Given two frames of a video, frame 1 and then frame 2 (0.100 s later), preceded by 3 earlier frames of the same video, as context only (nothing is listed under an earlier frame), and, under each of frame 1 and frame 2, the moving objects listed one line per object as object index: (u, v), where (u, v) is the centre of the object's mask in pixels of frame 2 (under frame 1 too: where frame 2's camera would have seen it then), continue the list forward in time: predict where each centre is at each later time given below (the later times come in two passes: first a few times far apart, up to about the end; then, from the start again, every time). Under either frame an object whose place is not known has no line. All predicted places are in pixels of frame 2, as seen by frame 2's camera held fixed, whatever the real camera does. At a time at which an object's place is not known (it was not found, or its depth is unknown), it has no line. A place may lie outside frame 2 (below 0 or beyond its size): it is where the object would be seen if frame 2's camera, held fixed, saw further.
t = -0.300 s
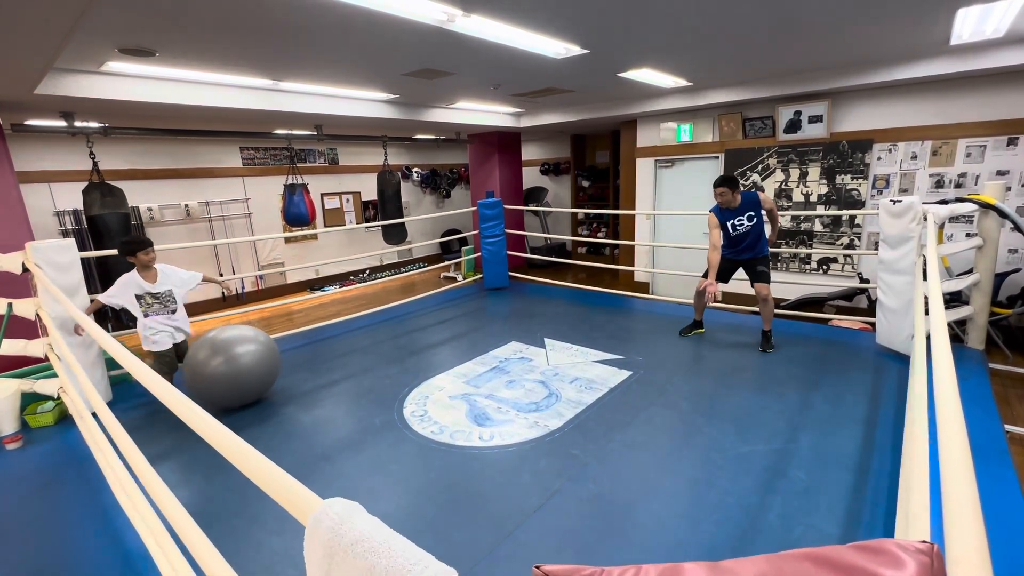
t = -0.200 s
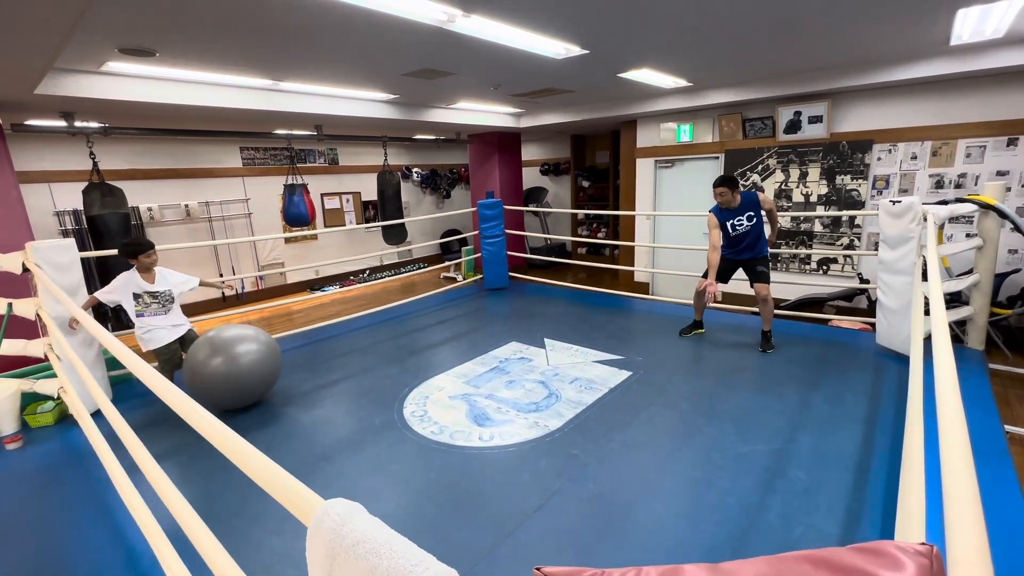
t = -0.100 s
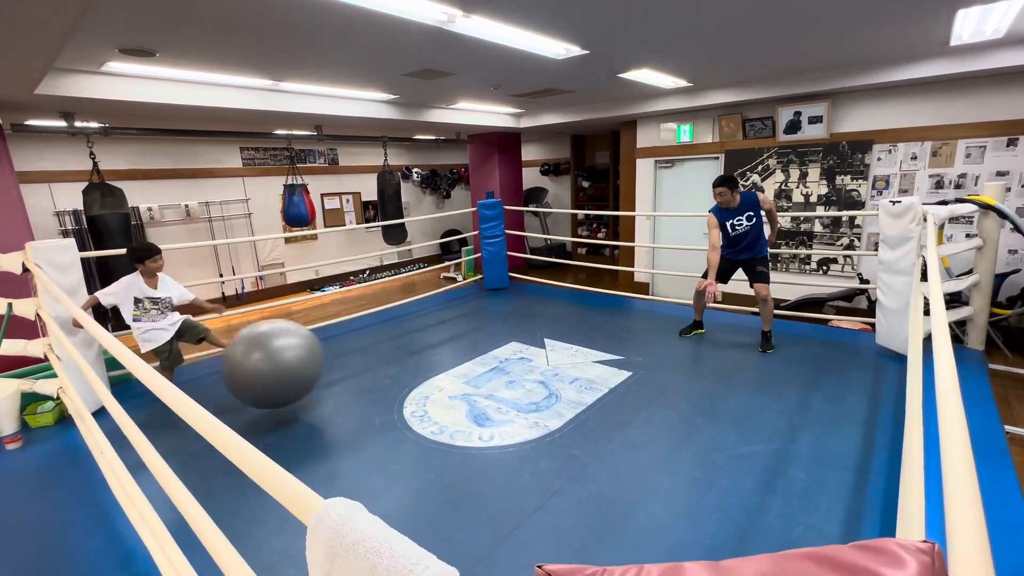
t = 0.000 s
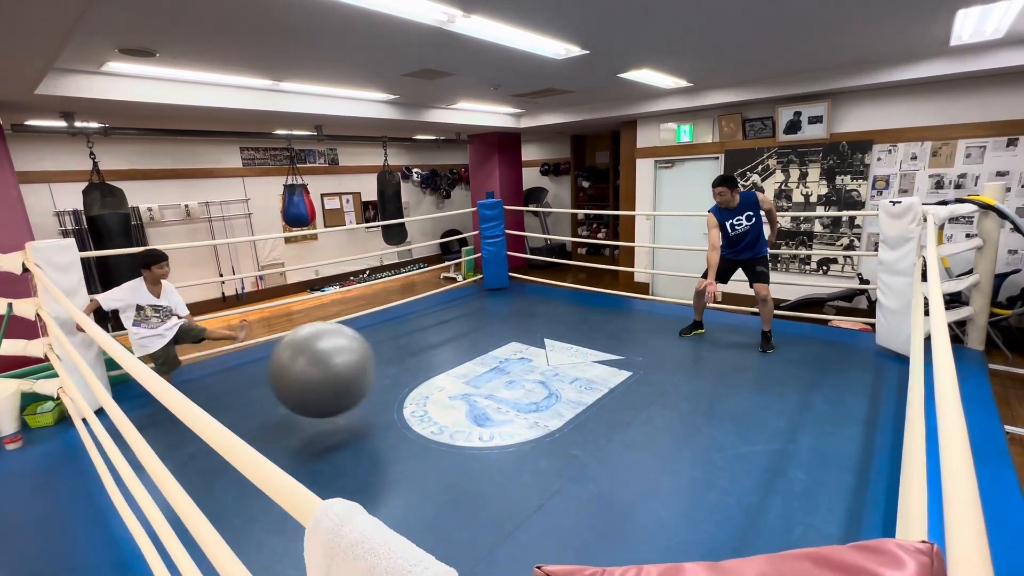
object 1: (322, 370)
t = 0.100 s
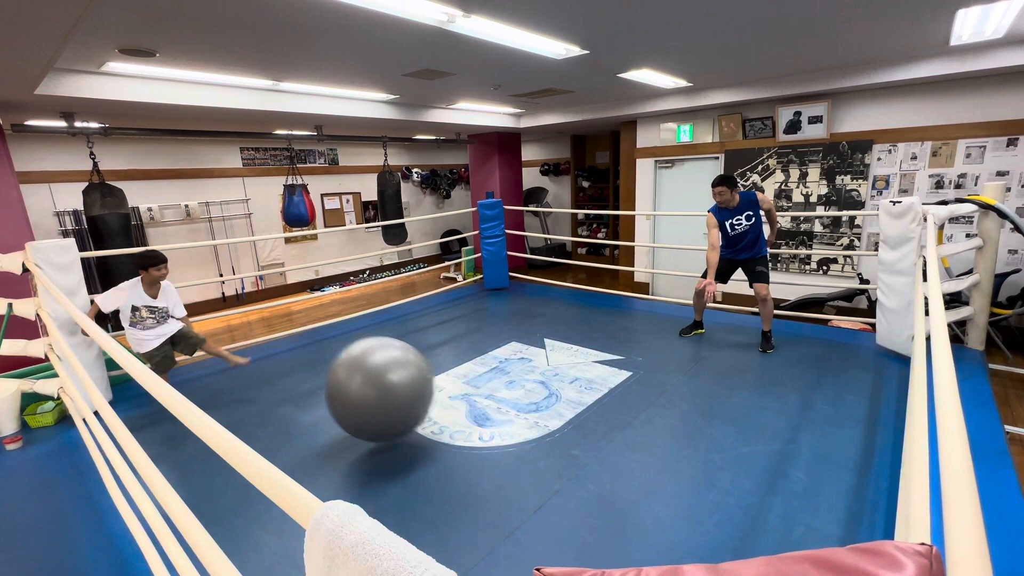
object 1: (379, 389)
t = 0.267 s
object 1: (477, 418)
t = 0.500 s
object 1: (638, 441)
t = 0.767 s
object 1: (829, 473)
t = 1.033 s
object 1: (783, 440)
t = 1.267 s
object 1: (745, 459)
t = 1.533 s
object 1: (742, 434)
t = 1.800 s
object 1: (730, 454)
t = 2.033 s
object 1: (710, 447)
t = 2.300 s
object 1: (684, 454)
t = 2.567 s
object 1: (653, 486)
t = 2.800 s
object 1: (623, 467)
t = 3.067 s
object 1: (586, 488)
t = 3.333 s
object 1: (546, 505)
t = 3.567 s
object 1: (512, 501)
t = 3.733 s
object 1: (492, 512)
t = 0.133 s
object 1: (401, 400)
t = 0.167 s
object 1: (423, 411)
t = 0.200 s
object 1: (443, 423)
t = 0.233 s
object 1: (459, 422)
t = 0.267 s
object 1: (477, 418)
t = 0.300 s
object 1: (497, 416)
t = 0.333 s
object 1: (518, 415)
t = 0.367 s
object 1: (539, 416)
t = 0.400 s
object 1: (562, 419)
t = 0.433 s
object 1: (586, 424)
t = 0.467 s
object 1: (610, 431)
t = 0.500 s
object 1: (638, 441)
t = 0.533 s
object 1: (664, 453)
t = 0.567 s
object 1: (692, 468)
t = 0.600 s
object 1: (723, 486)
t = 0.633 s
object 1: (748, 493)
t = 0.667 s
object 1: (778, 490)
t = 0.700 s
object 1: (809, 486)
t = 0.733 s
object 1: (825, 480)
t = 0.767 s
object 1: (829, 473)
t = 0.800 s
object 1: (827, 465)
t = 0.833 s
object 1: (824, 459)
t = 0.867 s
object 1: (820, 452)
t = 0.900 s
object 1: (815, 446)
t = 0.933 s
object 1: (809, 442)
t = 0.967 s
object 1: (801, 439)
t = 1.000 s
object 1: (792, 439)
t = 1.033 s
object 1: (783, 440)
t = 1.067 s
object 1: (775, 444)
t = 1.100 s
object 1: (766, 449)
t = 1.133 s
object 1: (758, 457)
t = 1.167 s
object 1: (750, 466)
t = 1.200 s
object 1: (746, 476)
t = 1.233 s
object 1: (745, 471)
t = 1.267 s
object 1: (745, 459)
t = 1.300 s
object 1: (745, 449)
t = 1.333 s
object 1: (746, 441)
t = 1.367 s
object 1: (746, 434)
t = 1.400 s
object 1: (746, 430)
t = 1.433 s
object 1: (746, 428)
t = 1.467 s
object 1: (745, 428)
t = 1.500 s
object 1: (743, 430)
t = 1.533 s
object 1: (742, 434)
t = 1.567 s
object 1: (741, 440)
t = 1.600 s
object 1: (741, 447)
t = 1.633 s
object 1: (740, 456)
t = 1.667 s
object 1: (739, 468)
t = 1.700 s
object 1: (736, 478)
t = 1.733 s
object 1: (734, 474)
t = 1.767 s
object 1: (732, 464)
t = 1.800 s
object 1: (730, 454)
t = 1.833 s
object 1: (727, 447)
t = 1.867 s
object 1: (725, 443)
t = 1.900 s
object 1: (723, 440)
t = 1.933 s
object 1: (719, 438)
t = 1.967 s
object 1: (717, 440)
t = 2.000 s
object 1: (713, 442)
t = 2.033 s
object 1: (710, 447)
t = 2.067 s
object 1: (707, 454)
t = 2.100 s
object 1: (704, 463)
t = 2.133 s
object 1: (700, 473)
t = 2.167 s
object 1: (698, 480)
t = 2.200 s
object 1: (694, 474)
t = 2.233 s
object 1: (691, 466)
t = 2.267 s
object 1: (688, 460)
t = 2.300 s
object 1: (684, 454)
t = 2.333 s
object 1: (681, 452)
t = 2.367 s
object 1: (678, 451)
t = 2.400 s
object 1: (674, 451)
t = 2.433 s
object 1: (670, 454)
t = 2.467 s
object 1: (666, 459)
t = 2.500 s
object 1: (661, 466)
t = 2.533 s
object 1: (657, 475)
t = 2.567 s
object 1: (653, 486)
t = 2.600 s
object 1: (649, 488)
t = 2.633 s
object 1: (646, 482)
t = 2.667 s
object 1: (641, 474)
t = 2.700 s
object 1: (637, 469)
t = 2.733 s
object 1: (632, 467)
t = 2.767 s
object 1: (628, 466)
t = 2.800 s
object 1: (623, 467)
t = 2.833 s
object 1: (619, 469)
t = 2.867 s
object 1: (614, 474)
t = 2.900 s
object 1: (609, 481)
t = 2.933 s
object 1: (604, 489)
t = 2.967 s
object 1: (599, 496)
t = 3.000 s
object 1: (595, 496)
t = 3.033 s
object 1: (590, 492)
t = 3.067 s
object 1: (586, 488)
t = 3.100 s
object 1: (581, 484)
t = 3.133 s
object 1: (576, 483)
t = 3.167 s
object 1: (571, 483)
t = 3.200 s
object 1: (566, 485)
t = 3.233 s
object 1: (561, 488)
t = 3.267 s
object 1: (557, 493)
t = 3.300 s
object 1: (551, 499)
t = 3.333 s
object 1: (546, 505)
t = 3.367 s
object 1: (541, 506)
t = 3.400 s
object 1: (537, 502)
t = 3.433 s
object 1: (532, 499)
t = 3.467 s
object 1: (527, 498)
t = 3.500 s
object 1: (522, 498)
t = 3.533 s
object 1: (517, 499)
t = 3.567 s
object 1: (512, 501)
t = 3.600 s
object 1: (507, 504)
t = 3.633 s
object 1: (503, 508)
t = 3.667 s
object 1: (500, 513)
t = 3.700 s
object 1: (496, 515)
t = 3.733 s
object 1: (492, 512)
